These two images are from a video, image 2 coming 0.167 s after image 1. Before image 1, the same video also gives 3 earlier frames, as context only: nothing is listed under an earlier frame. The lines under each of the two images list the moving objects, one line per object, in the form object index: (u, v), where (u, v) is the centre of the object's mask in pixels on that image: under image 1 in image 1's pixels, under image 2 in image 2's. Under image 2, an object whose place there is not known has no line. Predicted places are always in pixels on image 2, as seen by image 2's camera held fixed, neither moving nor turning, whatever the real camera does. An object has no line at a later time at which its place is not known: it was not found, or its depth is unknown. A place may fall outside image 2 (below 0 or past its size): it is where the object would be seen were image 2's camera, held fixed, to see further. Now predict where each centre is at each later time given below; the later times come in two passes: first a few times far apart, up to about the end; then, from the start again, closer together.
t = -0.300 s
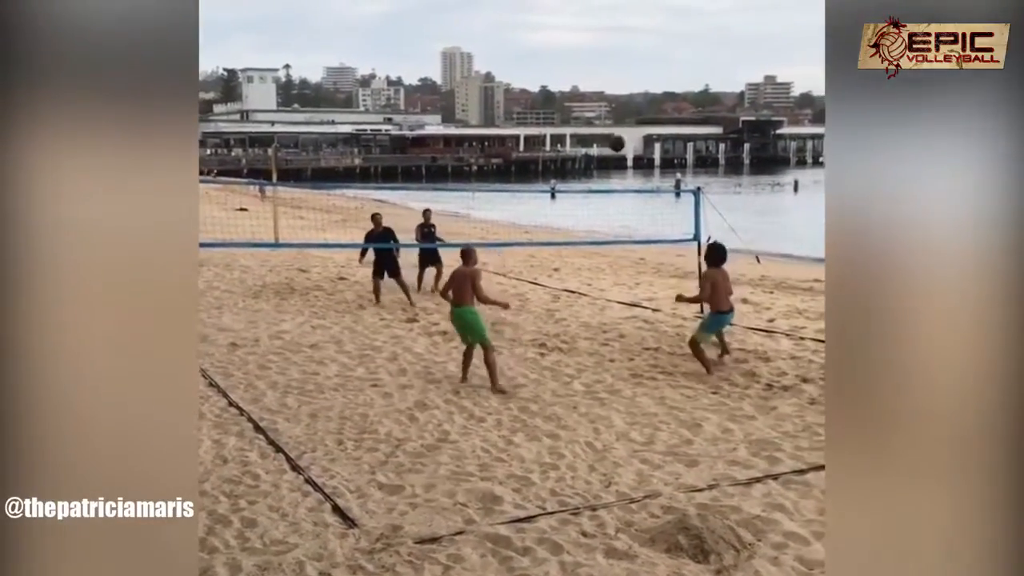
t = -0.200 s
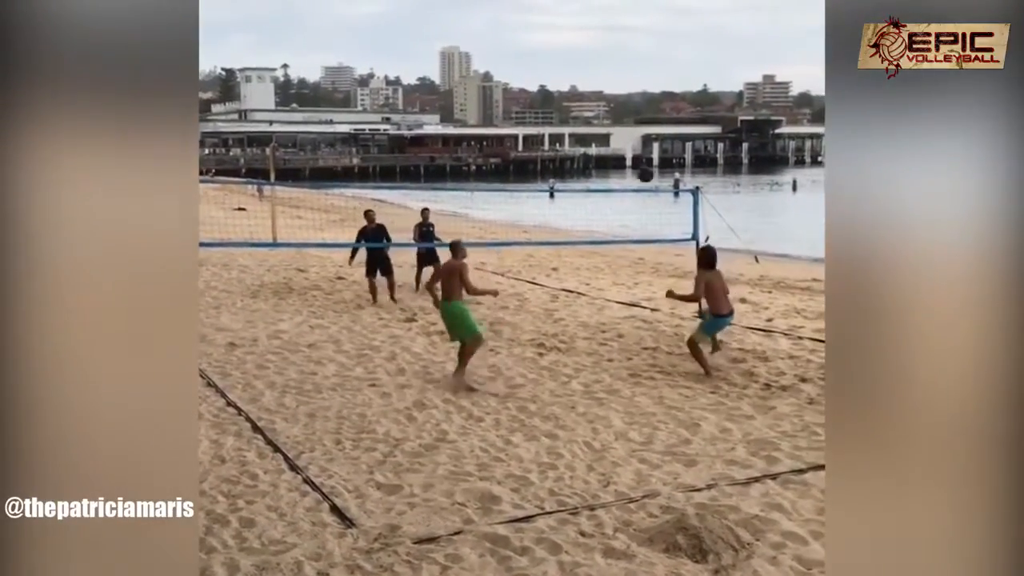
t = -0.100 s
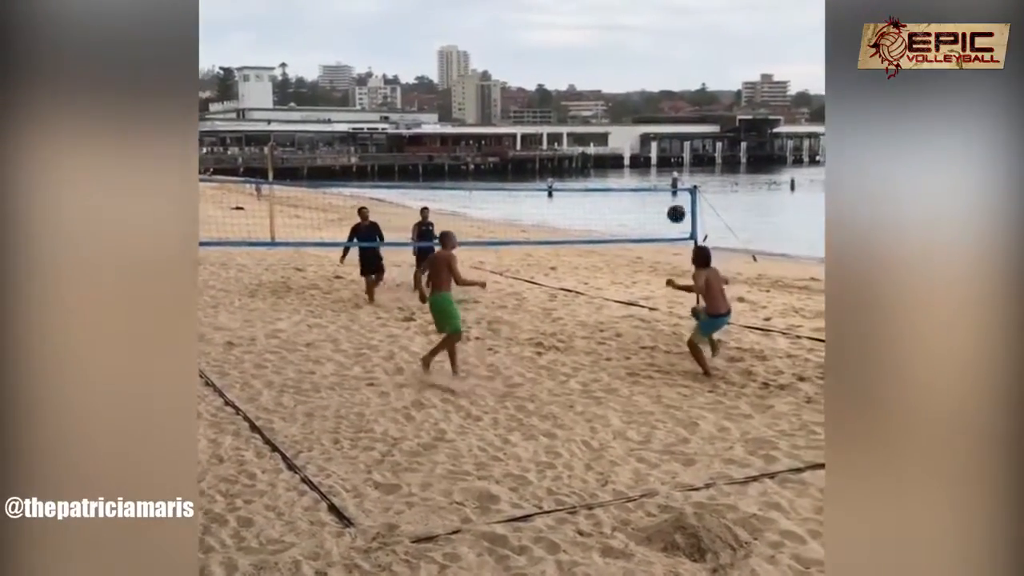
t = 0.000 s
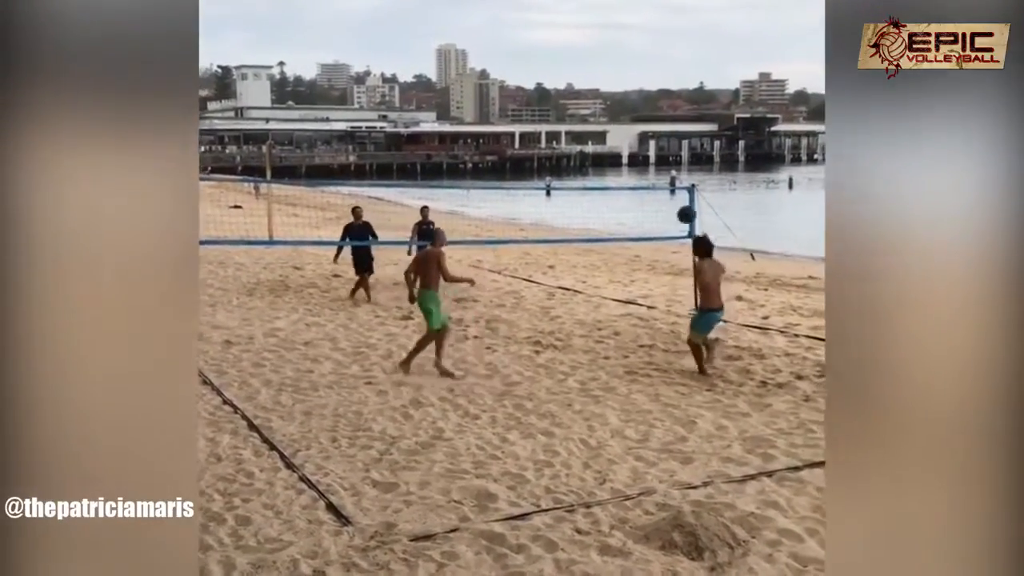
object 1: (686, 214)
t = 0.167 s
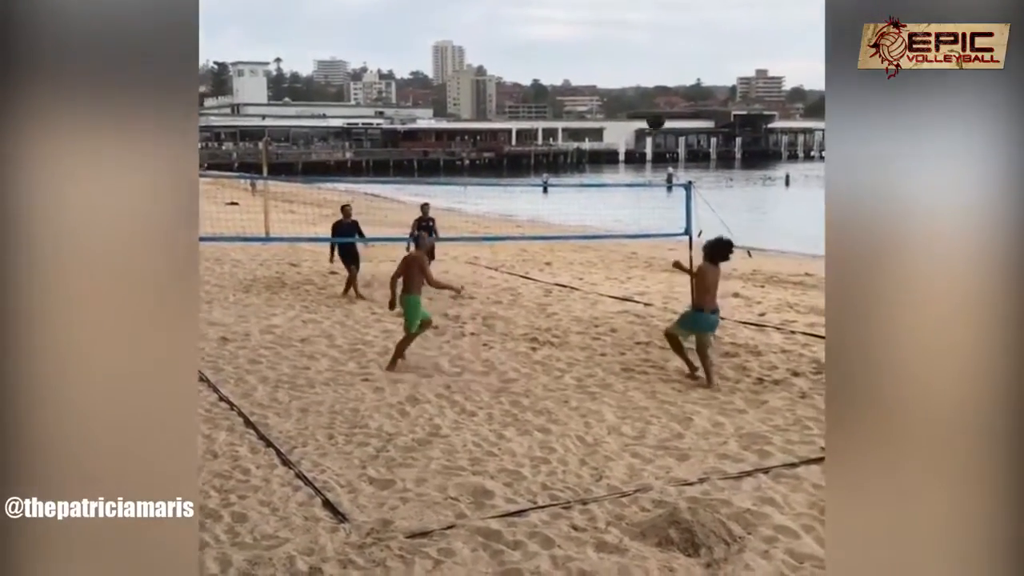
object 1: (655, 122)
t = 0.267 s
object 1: (639, 76)
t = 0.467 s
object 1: (606, 15)
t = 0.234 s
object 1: (644, 90)
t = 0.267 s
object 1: (639, 76)
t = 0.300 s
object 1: (634, 63)
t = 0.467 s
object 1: (606, 15)
